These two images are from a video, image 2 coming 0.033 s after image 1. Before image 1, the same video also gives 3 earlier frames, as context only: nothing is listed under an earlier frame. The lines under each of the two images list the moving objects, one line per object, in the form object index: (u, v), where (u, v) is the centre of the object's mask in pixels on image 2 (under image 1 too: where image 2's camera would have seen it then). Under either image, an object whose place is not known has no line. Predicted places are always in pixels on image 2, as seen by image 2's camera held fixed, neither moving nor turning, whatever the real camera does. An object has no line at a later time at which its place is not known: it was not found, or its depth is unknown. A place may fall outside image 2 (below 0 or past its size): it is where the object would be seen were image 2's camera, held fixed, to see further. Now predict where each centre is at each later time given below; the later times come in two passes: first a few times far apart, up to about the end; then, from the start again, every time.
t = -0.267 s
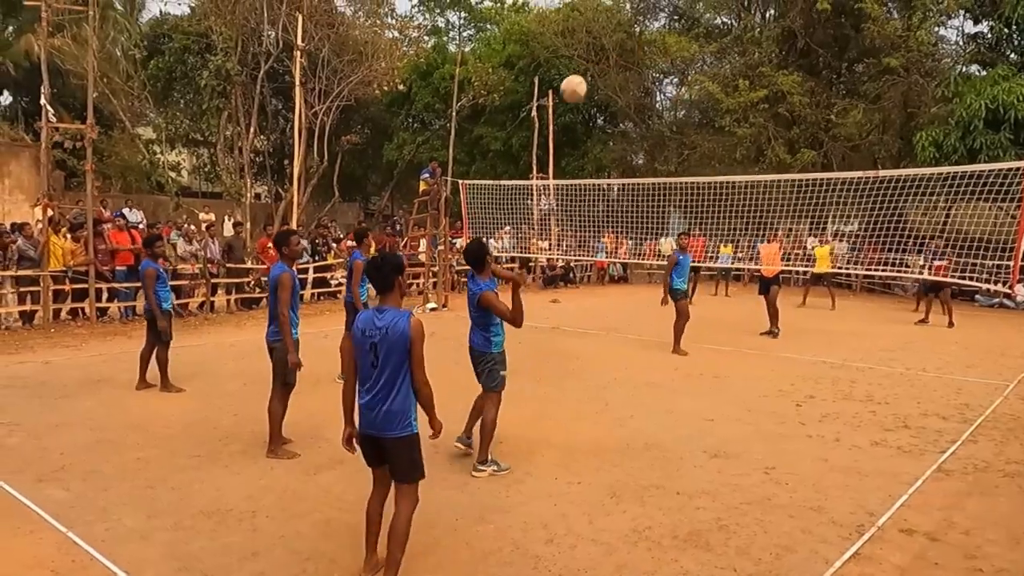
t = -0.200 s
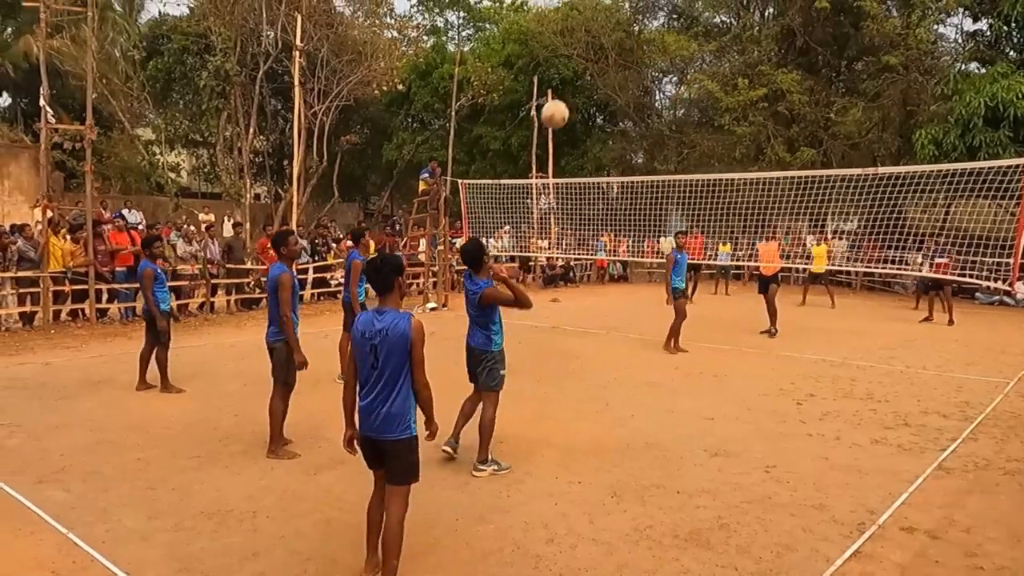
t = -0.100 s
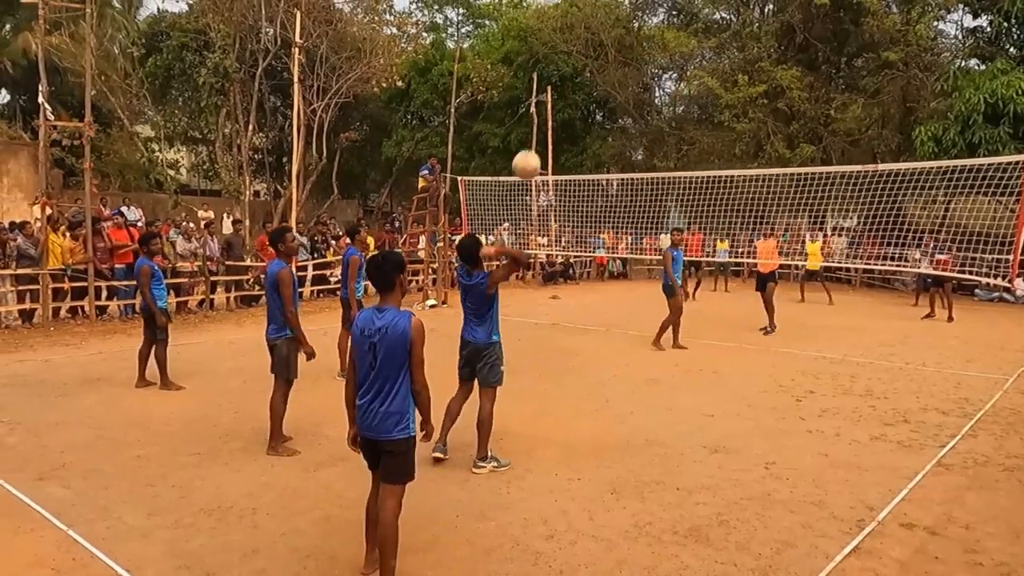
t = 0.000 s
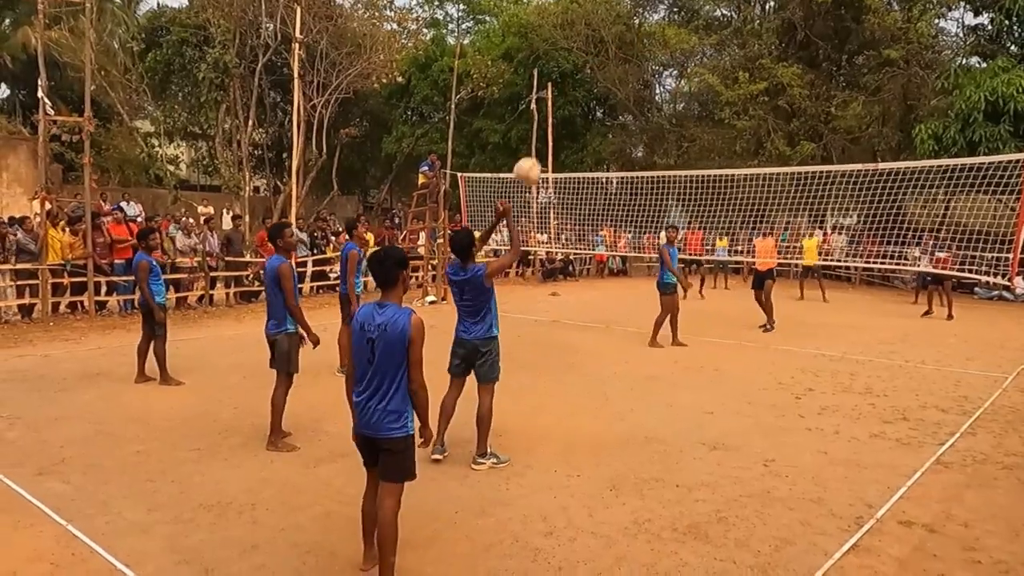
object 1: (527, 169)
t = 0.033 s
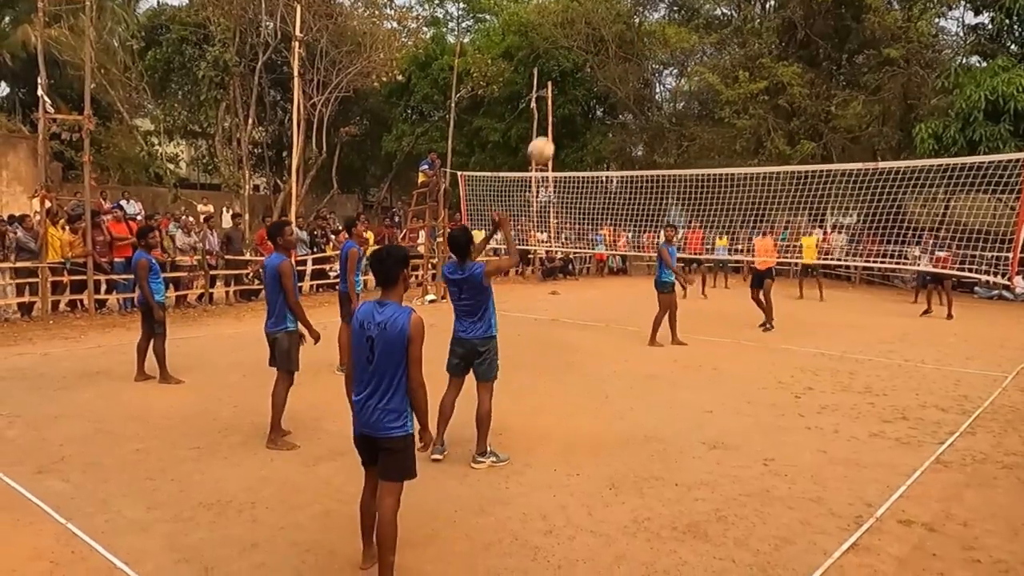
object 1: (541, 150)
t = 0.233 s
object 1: (595, 86)
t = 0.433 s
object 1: (625, 72)
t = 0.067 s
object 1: (553, 133)
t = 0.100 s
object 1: (564, 120)
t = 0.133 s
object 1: (573, 109)
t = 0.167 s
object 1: (581, 99)
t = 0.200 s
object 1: (588, 92)
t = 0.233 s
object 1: (595, 86)
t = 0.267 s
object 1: (601, 81)
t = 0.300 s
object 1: (606, 77)
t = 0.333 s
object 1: (612, 74)
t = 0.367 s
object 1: (616, 73)
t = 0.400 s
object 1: (621, 72)
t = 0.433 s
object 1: (625, 72)
